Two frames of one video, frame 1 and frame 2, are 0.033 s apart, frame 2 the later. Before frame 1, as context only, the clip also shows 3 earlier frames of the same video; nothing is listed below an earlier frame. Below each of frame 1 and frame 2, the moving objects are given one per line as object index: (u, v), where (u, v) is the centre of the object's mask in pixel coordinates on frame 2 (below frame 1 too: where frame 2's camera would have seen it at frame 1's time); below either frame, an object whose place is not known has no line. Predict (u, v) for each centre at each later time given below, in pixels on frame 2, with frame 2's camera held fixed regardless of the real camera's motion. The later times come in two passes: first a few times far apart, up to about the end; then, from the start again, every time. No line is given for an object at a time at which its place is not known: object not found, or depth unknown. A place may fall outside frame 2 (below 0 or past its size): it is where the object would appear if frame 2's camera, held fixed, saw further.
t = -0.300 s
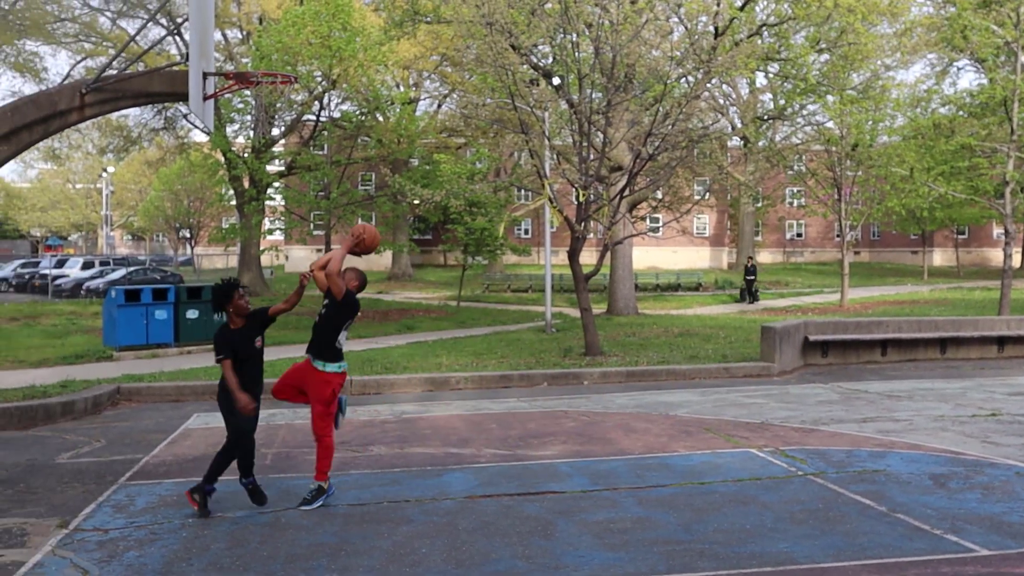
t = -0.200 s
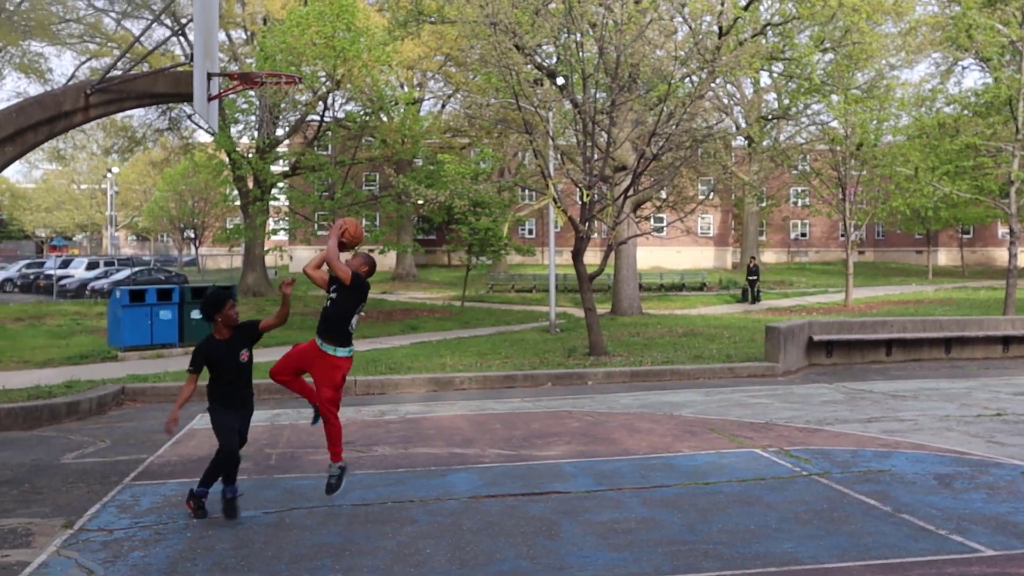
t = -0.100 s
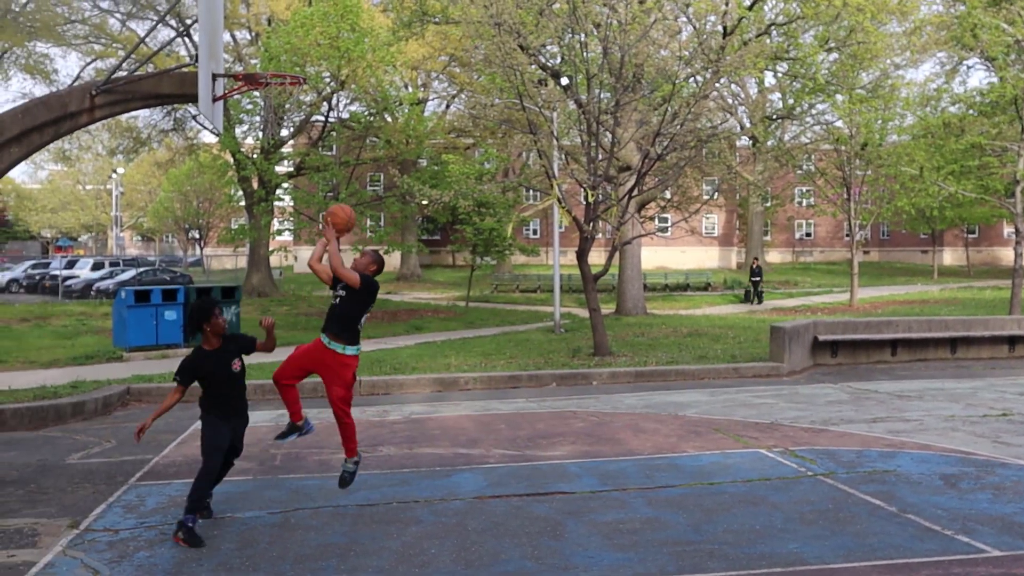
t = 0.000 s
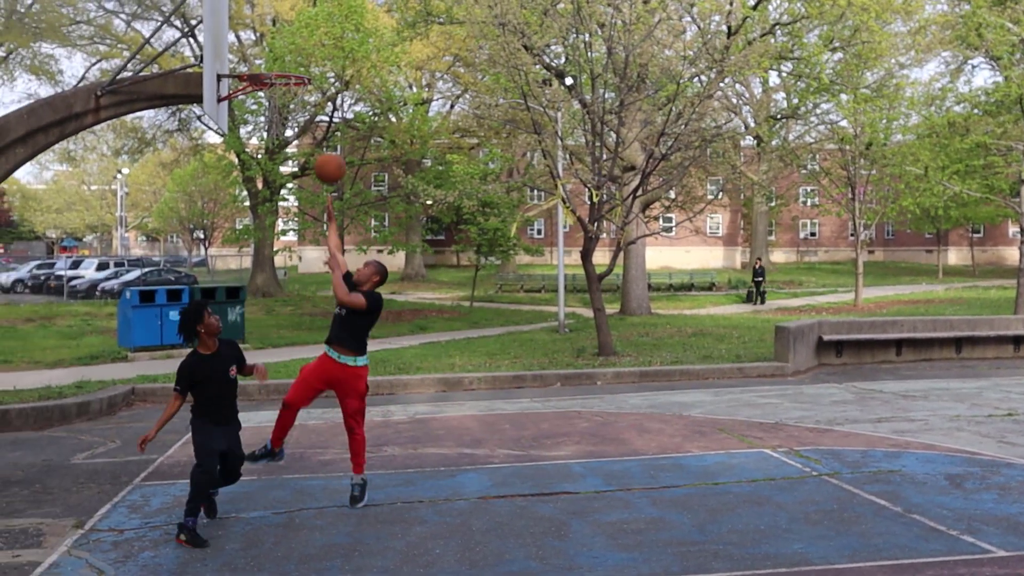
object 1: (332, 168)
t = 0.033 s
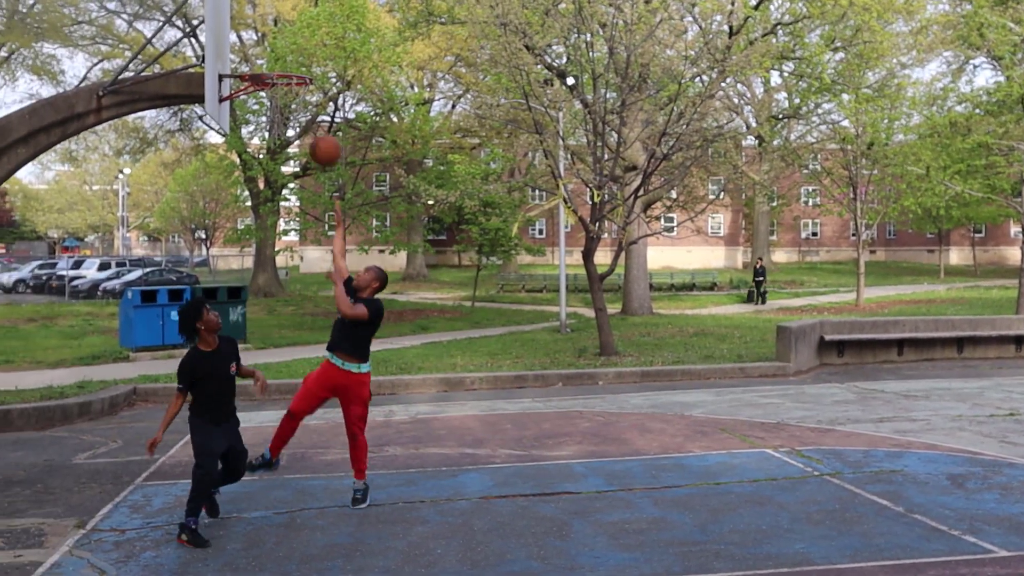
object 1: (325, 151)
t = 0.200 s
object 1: (294, 68)
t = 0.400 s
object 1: (253, 33)
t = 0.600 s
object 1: (257, 47)
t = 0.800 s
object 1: (293, 116)
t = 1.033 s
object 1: (319, 115)
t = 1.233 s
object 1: (342, 162)
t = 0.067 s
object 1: (319, 133)
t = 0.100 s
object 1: (314, 118)
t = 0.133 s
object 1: (307, 102)
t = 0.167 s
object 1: (300, 93)
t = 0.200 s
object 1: (294, 68)
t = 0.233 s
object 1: (287, 63)
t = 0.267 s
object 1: (281, 57)
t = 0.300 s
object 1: (273, 48)
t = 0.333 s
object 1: (267, 42)
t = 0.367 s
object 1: (260, 37)
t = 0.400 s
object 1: (253, 33)
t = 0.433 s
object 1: (246, 31)
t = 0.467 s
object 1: (239, 31)
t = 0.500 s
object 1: (241, 32)
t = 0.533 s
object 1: (246, 35)
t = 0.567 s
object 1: (252, 40)
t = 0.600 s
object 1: (257, 47)
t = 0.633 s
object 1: (263, 56)
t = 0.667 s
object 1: (268, 62)
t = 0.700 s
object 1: (276, 79)
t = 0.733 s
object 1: (282, 93)
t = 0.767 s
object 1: (287, 101)
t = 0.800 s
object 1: (293, 116)
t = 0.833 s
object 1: (296, 124)
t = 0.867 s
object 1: (300, 118)
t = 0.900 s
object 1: (304, 115)
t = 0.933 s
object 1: (308, 112)
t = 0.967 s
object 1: (312, 112)
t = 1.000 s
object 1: (316, 113)
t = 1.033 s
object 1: (319, 115)
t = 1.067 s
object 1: (323, 120)
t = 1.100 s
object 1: (327, 125)
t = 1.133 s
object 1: (331, 132)
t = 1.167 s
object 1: (334, 140)
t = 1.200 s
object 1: (338, 150)
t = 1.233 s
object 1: (342, 162)
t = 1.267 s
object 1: (346, 176)
